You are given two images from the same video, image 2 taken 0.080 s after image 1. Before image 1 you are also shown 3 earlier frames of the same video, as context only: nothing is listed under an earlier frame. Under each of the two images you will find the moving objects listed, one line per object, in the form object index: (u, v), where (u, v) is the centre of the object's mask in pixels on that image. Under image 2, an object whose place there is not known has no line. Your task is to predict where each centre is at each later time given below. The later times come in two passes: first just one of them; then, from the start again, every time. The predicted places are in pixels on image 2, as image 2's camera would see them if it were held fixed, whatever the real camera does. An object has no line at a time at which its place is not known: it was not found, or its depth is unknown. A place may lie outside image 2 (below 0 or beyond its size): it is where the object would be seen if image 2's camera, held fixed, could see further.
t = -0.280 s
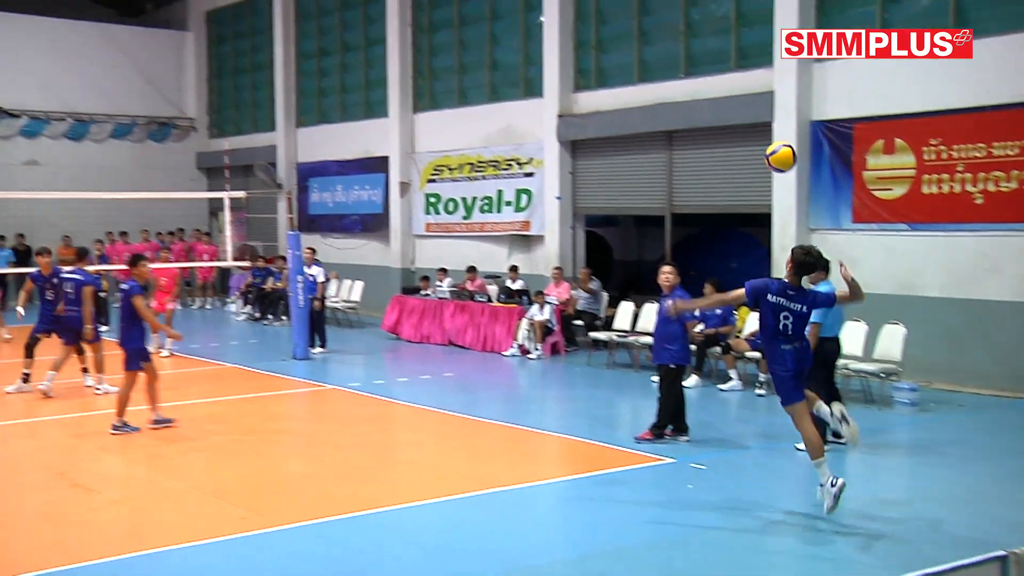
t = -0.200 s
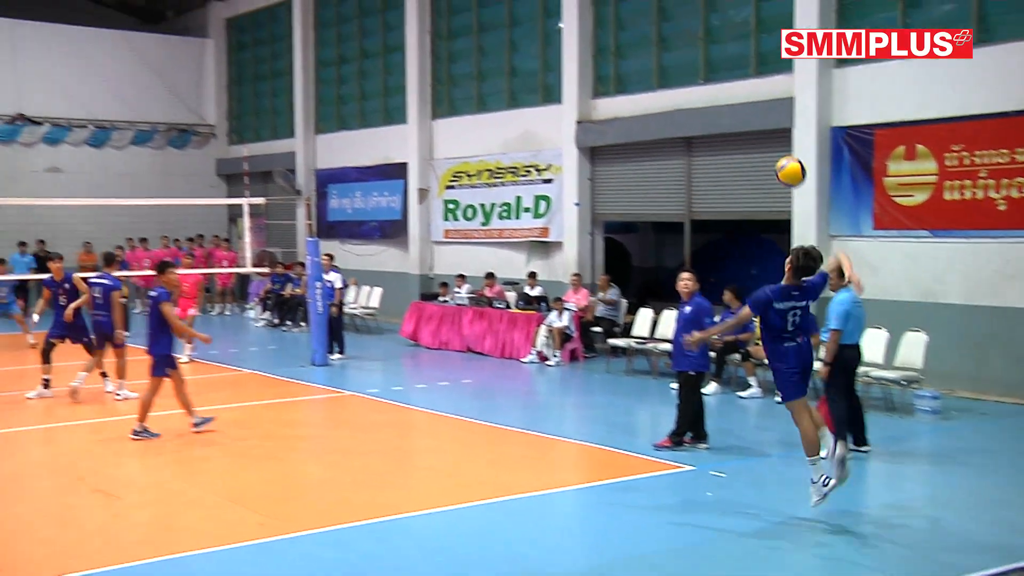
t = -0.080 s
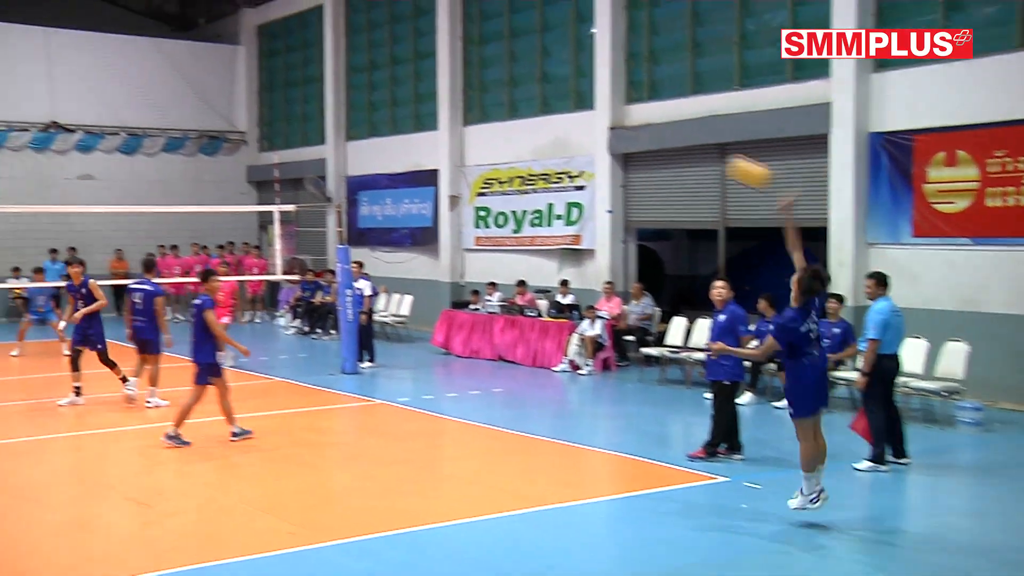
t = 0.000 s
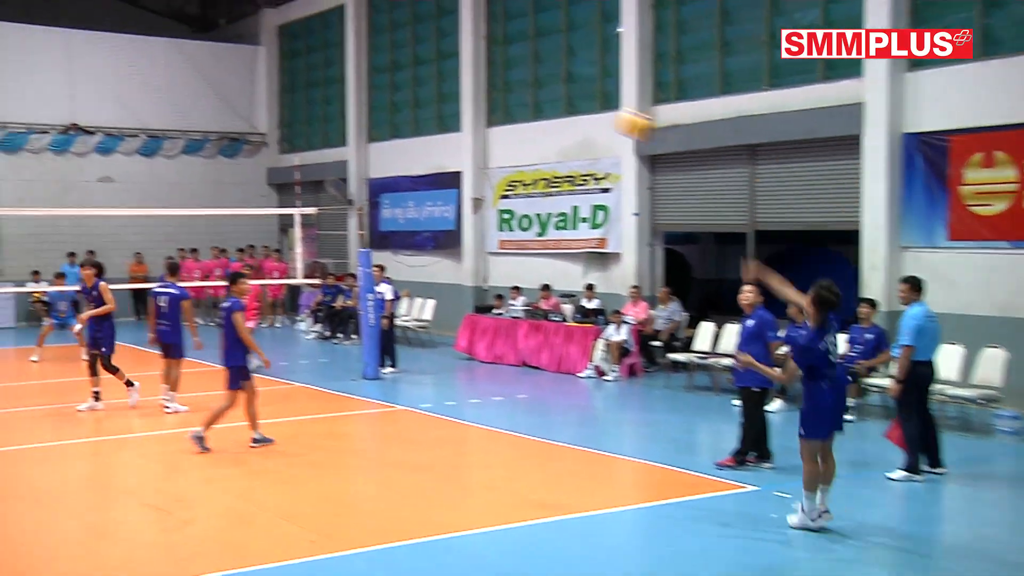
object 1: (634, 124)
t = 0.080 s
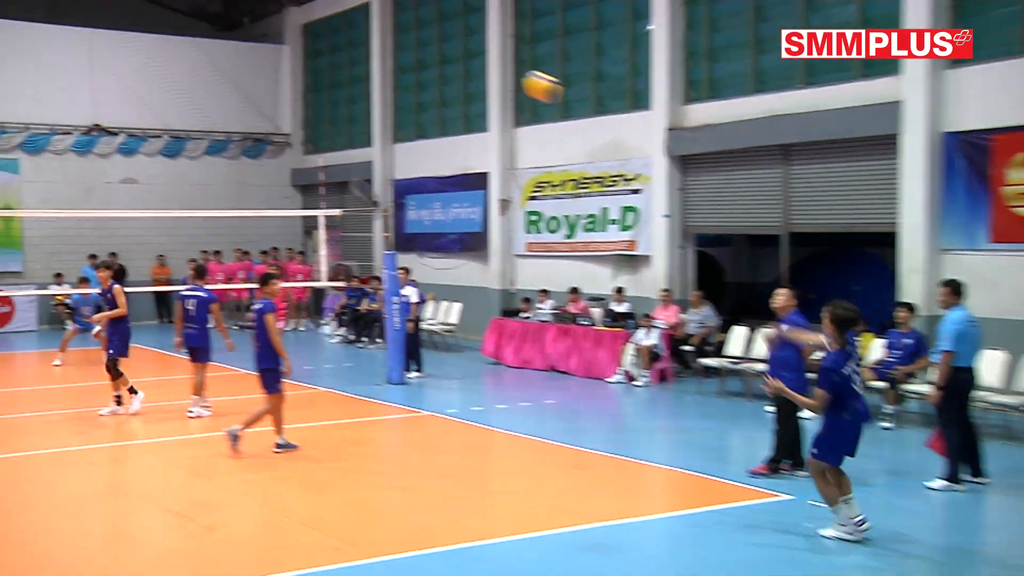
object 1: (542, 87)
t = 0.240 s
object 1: (350, 46)
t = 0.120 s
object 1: (487, 72)
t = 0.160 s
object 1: (439, 62)
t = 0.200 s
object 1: (394, 53)
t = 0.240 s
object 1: (350, 46)
